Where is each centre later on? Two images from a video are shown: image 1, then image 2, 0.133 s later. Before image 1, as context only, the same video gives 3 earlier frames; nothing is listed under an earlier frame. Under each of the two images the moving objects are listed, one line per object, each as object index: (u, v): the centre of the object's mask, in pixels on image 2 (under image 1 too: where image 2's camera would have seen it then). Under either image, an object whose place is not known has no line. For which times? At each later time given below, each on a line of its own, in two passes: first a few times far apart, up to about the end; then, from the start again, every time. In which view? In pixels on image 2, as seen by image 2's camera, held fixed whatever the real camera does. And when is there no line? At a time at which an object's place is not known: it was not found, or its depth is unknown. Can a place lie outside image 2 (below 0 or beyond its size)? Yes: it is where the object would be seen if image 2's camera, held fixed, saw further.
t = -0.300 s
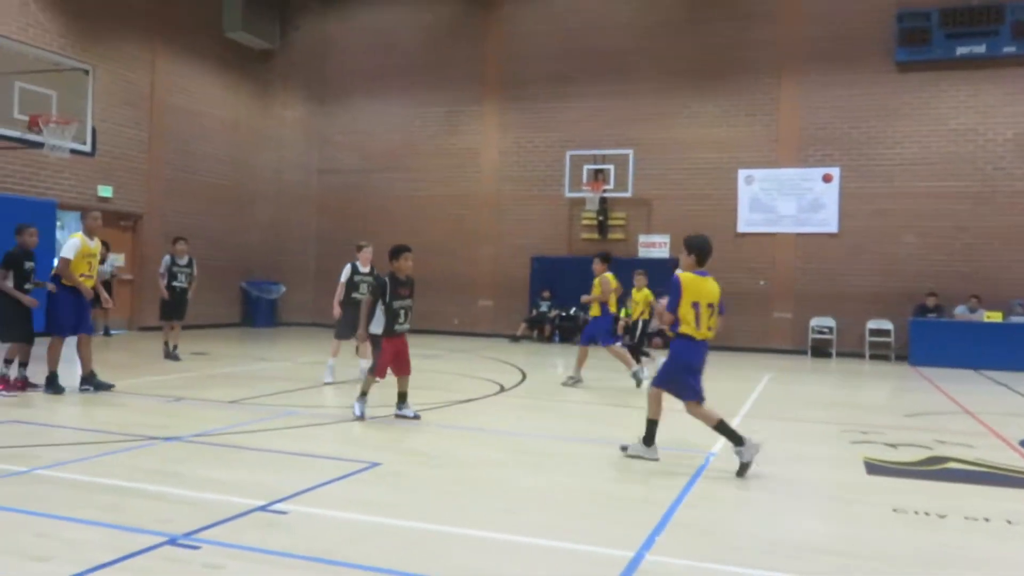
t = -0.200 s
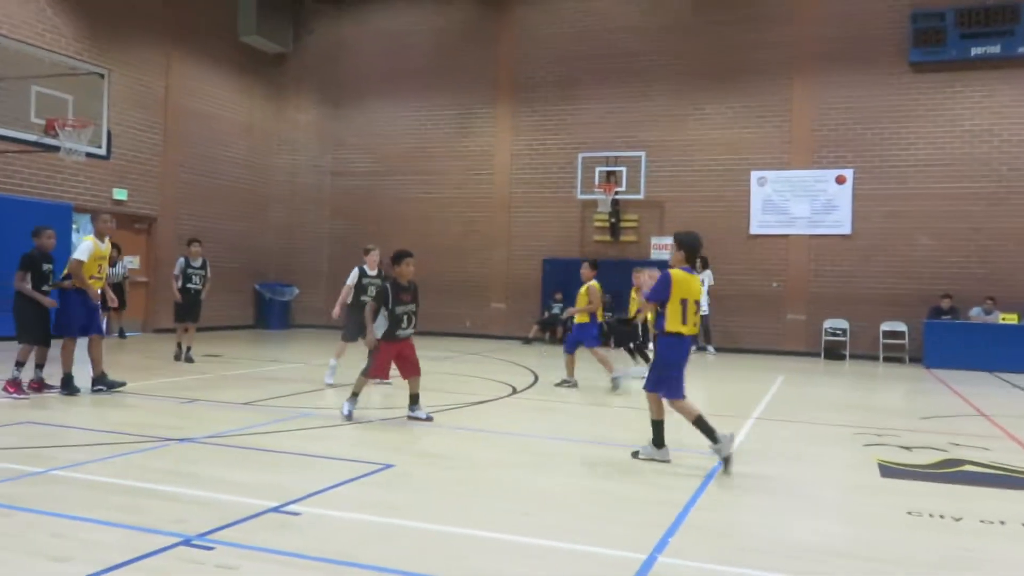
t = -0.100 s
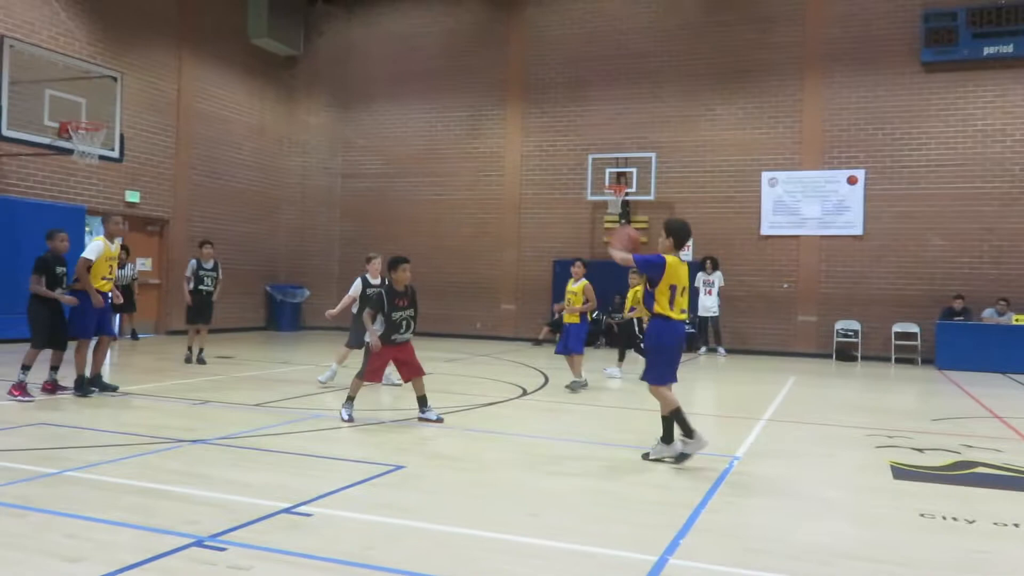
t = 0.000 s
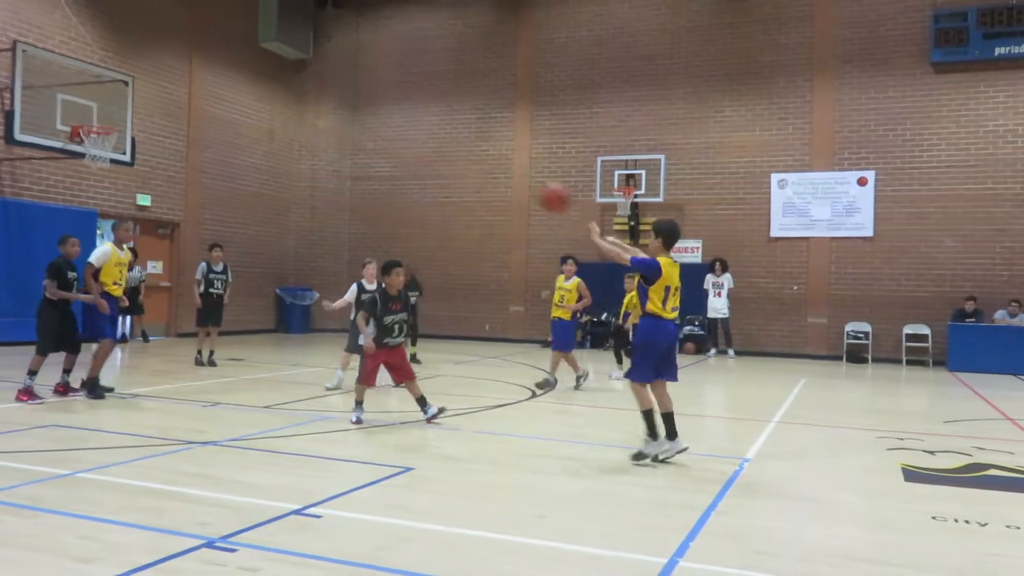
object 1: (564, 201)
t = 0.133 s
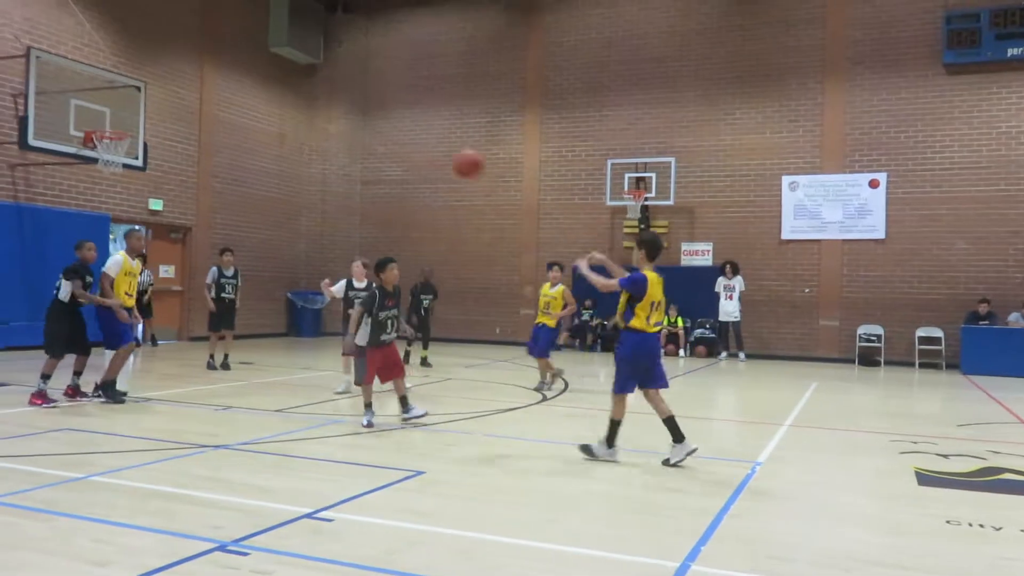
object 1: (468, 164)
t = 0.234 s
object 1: (405, 153)
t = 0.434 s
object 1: (296, 164)
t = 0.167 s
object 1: (446, 158)
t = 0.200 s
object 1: (425, 155)
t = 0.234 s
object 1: (405, 153)
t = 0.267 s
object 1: (385, 152)
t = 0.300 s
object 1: (367, 153)
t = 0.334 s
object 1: (348, 154)
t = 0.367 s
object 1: (329, 156)
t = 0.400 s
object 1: (313, 160)
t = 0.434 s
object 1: (296, 164)
